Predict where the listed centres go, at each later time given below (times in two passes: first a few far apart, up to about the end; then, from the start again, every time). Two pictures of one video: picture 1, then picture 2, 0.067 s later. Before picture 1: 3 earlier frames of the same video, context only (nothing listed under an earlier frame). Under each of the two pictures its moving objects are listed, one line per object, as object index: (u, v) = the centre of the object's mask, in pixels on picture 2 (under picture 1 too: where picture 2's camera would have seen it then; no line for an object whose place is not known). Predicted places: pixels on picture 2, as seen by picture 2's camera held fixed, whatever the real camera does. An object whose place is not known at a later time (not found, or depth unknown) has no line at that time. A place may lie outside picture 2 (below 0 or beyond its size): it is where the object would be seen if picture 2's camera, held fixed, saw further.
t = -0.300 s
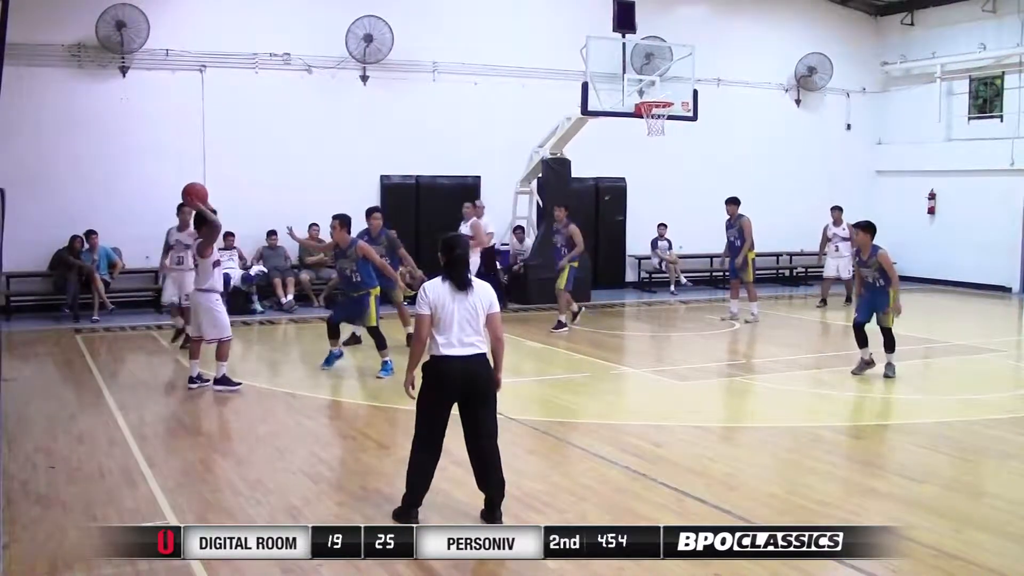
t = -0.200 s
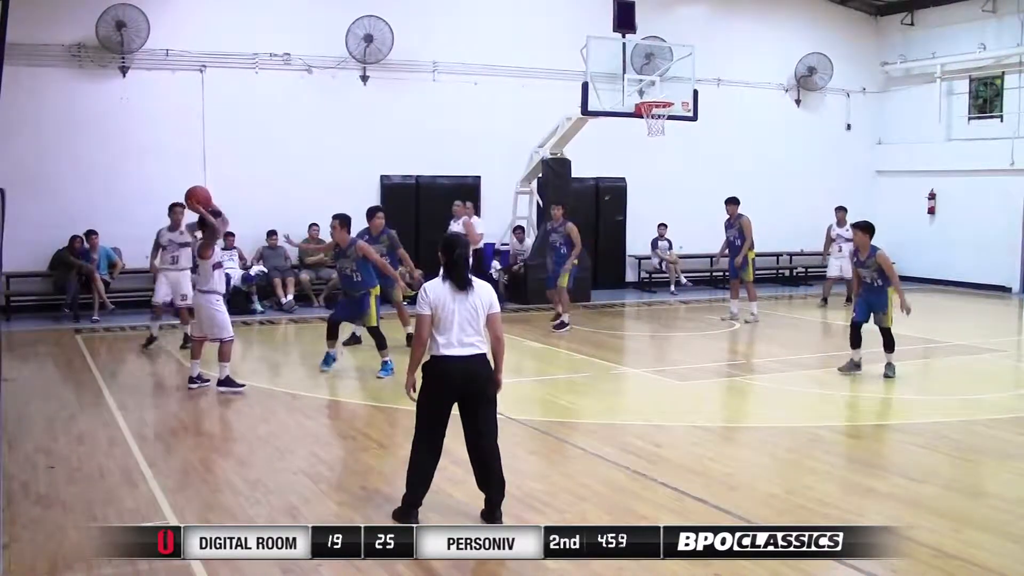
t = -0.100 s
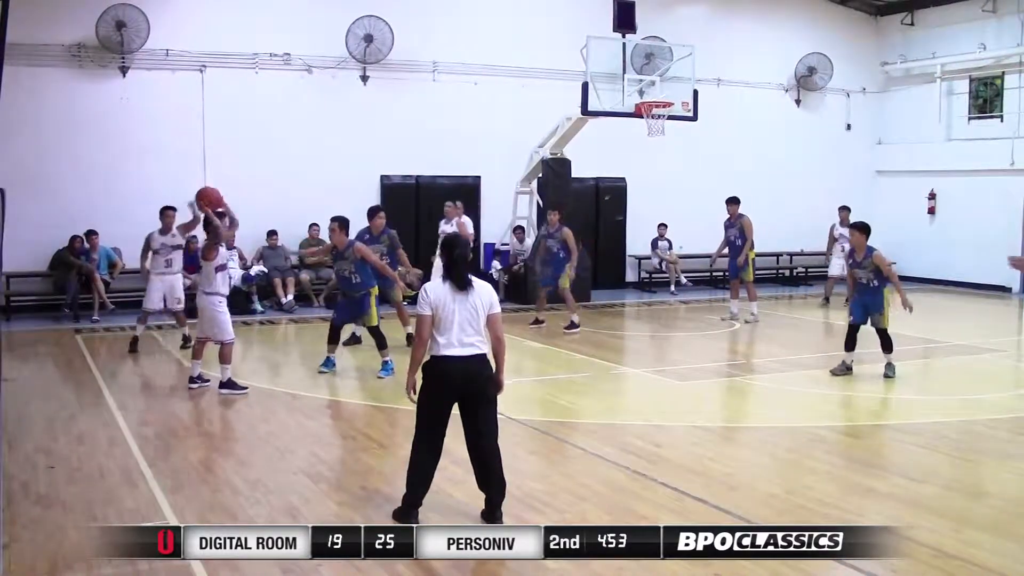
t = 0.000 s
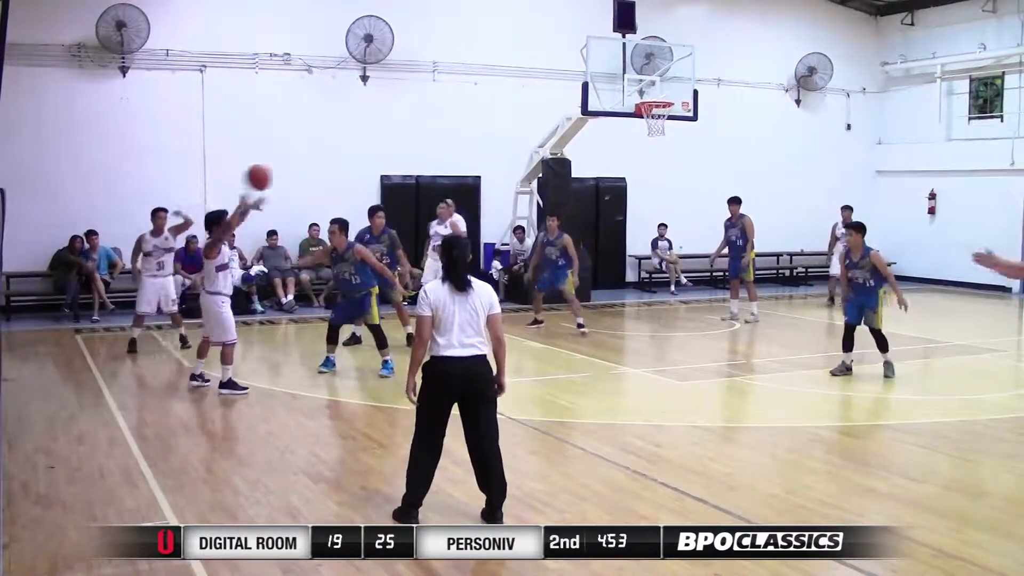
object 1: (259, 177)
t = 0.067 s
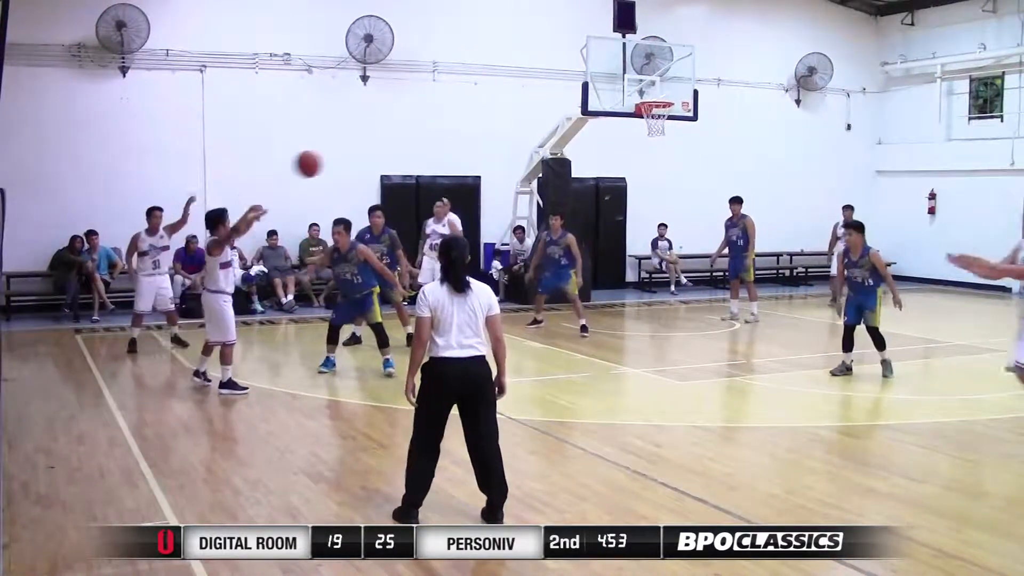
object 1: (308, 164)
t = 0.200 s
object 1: (415, 151)
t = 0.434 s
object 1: (625, 184)
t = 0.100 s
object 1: (334, 158)
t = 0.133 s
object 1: (360, 155)
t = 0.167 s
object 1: (387, 152)
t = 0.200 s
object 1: (415, 151)
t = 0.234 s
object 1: (443, 151)
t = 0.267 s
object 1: (472, 153)
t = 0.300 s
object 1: (501, 156)
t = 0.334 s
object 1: (532, 161)
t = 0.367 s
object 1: (563, 167)
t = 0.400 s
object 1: (595, 174)
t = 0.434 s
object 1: (625, 184)
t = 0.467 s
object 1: (658, 195)
